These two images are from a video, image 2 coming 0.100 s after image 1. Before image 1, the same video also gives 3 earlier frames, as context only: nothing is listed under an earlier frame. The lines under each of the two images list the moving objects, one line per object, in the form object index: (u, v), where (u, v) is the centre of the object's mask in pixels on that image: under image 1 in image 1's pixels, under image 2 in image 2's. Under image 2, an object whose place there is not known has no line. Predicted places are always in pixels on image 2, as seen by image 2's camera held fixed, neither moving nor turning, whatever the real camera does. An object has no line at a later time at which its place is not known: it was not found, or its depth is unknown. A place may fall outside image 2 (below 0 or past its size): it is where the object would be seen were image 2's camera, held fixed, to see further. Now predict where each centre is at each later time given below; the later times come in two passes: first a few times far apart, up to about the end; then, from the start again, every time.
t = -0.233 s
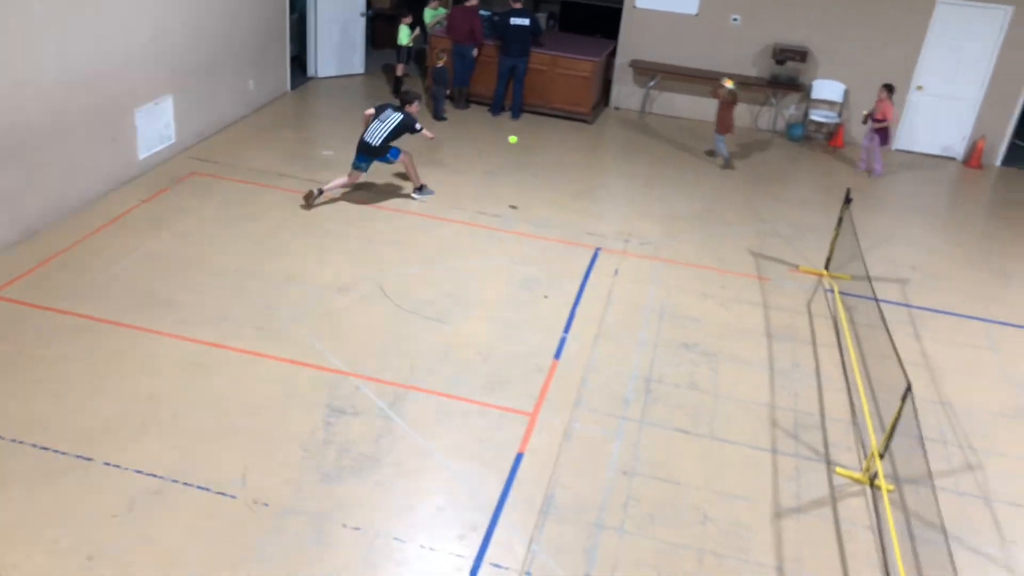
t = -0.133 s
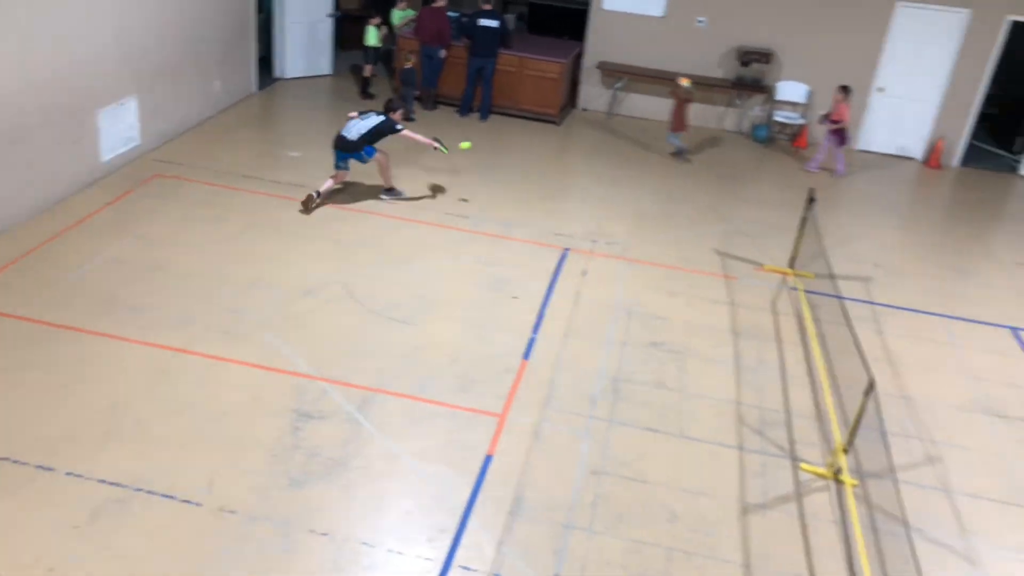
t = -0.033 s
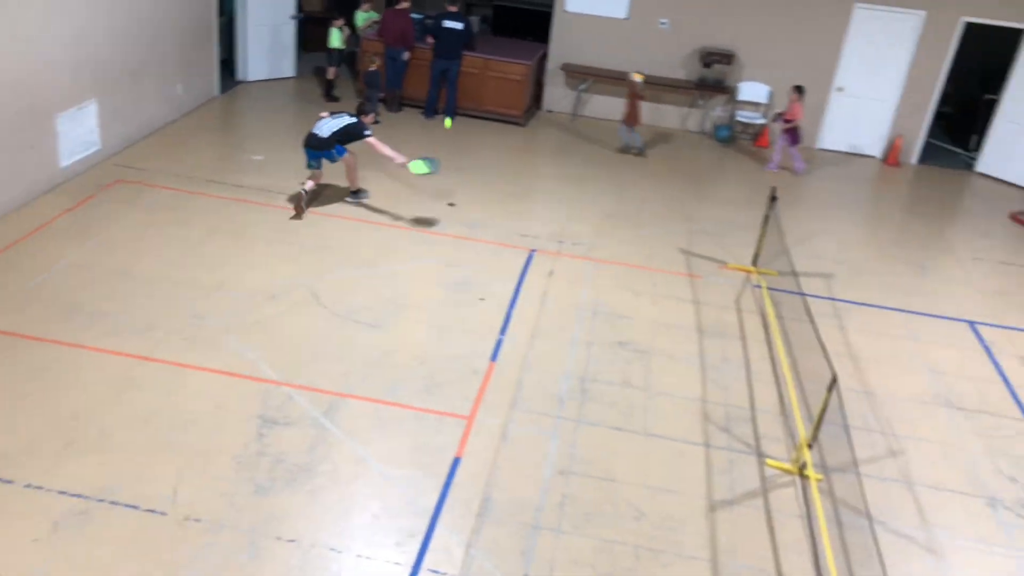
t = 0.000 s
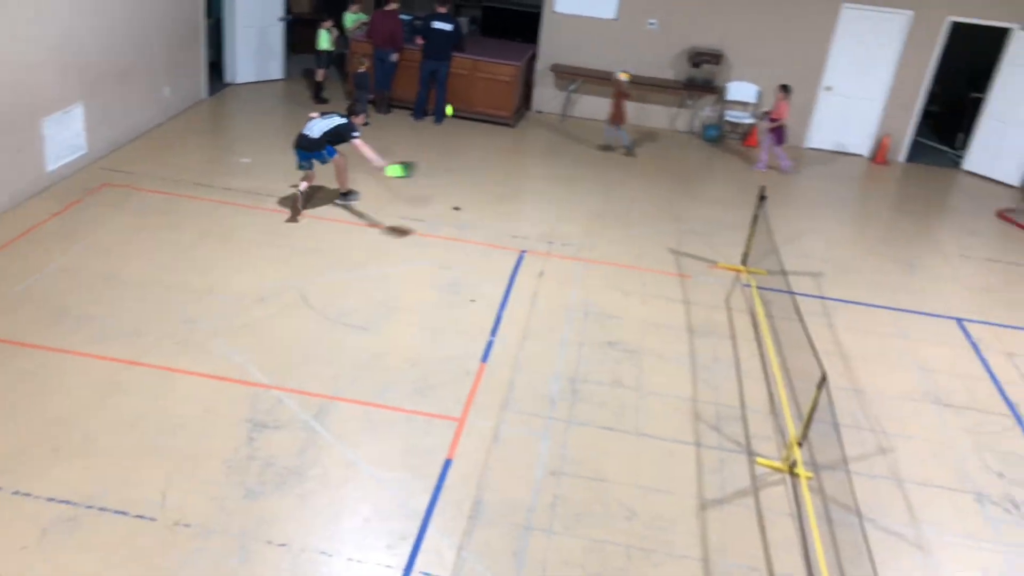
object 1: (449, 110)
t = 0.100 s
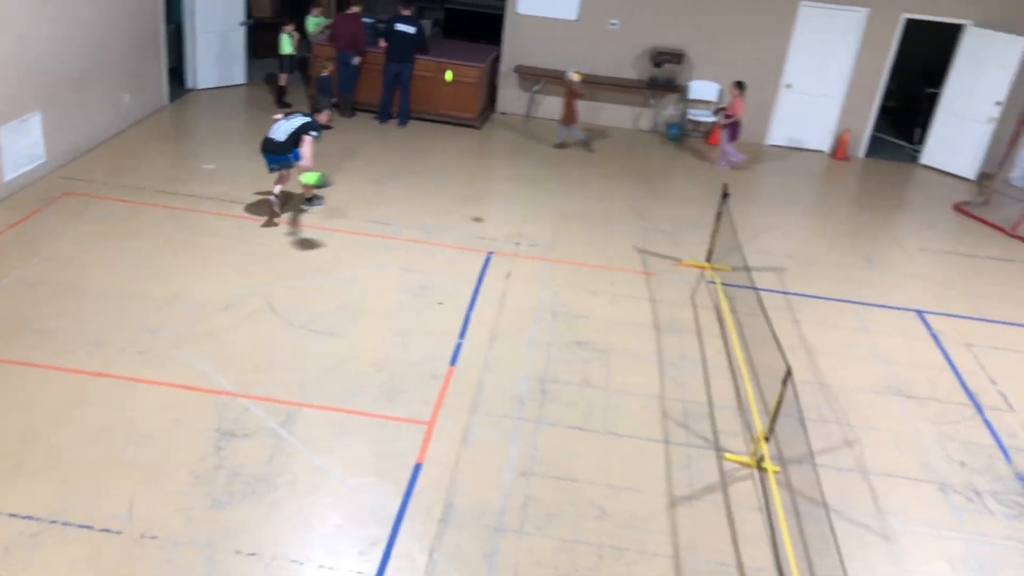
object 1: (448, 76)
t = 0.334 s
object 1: (529, 19)
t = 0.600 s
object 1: (621, 18)
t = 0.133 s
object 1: (460, 65)
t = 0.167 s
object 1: (471, 55)
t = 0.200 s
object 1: (483, 46)
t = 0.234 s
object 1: (495, 38)
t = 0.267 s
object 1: (506, 31)
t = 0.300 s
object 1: (518, 24)
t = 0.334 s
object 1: (529, 19)
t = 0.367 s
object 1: (542, 15)
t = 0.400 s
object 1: (553, 12)
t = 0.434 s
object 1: (565, 11)
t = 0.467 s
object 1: (577, 9)
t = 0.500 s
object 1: (588, 10)
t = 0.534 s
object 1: (599, 11)
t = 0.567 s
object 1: (610, 14)
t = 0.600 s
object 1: (621, 18)
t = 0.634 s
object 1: (632, 23)
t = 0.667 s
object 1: (643, 30)
